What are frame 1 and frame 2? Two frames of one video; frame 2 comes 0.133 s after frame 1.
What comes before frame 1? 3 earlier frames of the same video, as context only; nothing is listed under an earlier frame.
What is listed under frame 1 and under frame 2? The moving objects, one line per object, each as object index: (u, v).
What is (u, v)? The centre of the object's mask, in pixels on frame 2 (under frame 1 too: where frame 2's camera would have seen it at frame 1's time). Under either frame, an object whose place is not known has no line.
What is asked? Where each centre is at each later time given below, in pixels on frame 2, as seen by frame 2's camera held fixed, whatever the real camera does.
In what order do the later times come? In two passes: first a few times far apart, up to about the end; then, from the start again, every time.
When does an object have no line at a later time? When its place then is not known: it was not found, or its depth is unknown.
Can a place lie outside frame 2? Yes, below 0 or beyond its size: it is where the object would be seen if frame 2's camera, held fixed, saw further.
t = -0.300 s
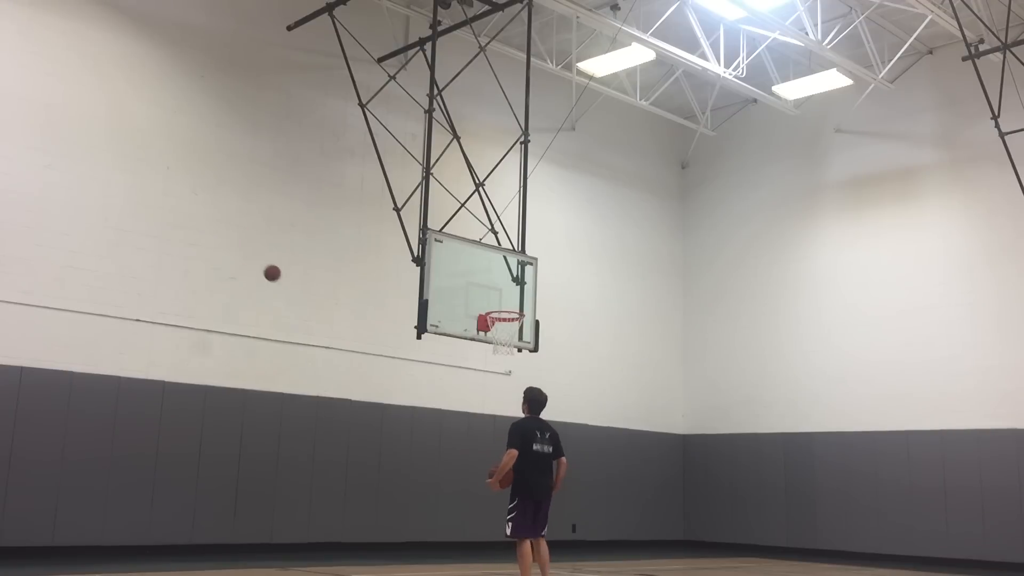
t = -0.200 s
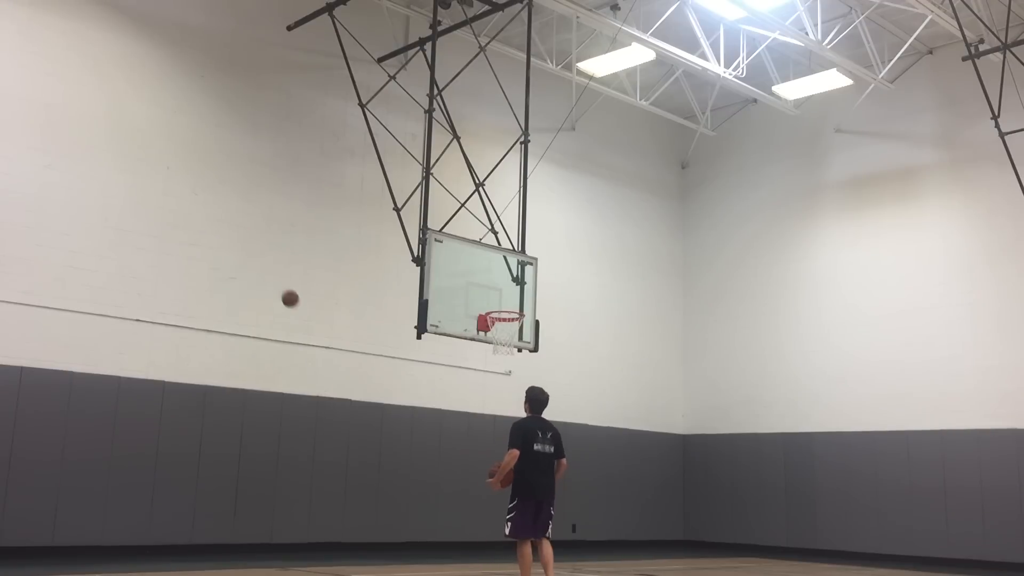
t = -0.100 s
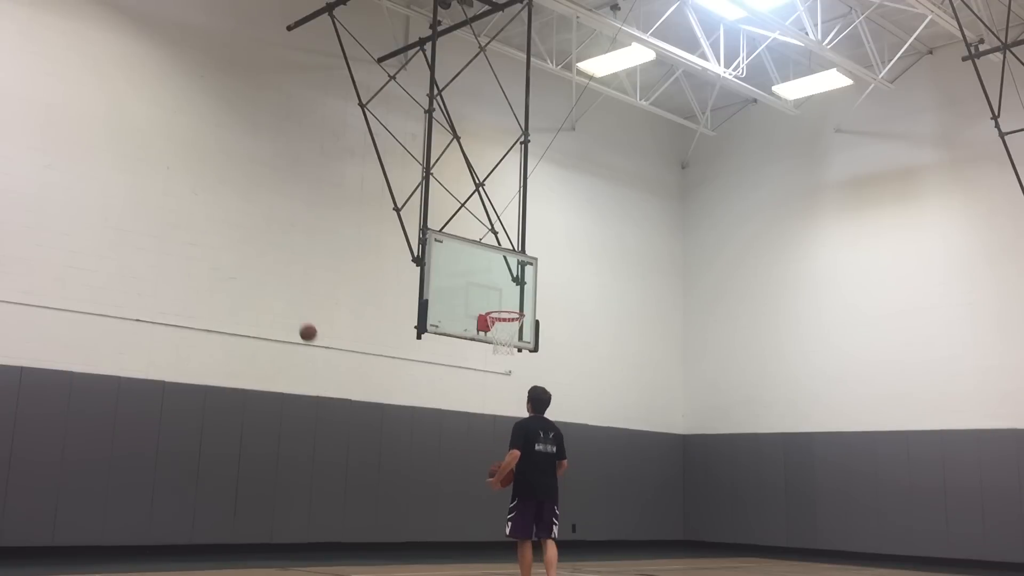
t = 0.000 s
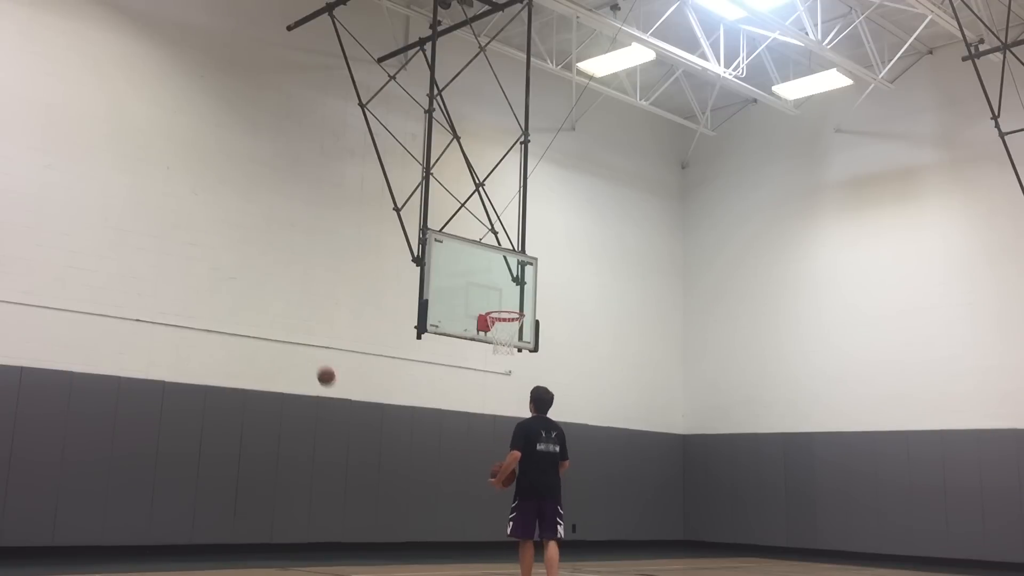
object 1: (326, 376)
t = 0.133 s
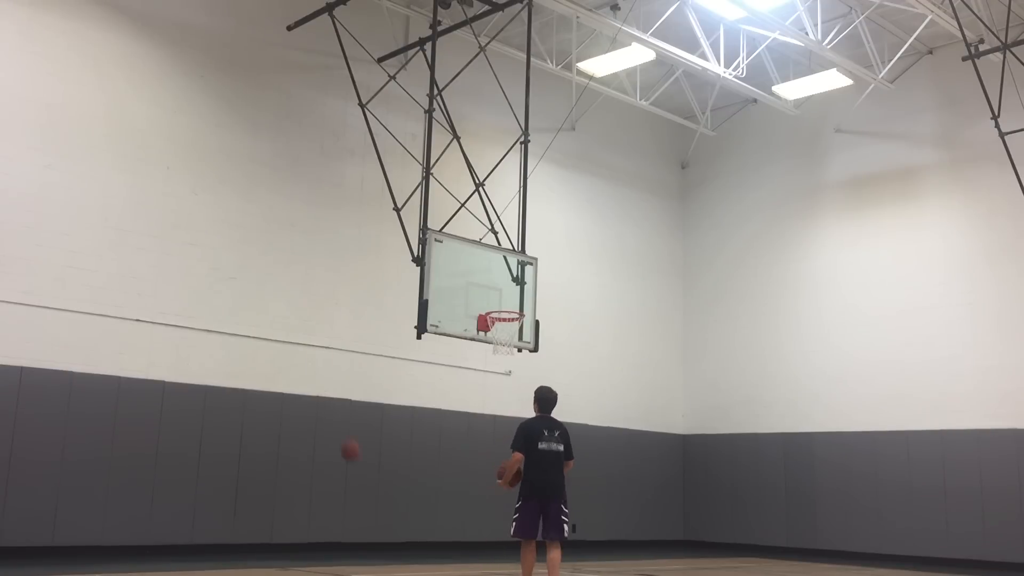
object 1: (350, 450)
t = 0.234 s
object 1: (368, 520)
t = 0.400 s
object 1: (400, 501)
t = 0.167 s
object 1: (356, 472)
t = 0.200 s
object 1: (362, 495)
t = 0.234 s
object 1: (368, 520)
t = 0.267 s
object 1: (375, 546)
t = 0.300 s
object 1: (381, 560)
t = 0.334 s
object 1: (387, 540)
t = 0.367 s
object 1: (393, 519)
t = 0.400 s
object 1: (400, 501)
